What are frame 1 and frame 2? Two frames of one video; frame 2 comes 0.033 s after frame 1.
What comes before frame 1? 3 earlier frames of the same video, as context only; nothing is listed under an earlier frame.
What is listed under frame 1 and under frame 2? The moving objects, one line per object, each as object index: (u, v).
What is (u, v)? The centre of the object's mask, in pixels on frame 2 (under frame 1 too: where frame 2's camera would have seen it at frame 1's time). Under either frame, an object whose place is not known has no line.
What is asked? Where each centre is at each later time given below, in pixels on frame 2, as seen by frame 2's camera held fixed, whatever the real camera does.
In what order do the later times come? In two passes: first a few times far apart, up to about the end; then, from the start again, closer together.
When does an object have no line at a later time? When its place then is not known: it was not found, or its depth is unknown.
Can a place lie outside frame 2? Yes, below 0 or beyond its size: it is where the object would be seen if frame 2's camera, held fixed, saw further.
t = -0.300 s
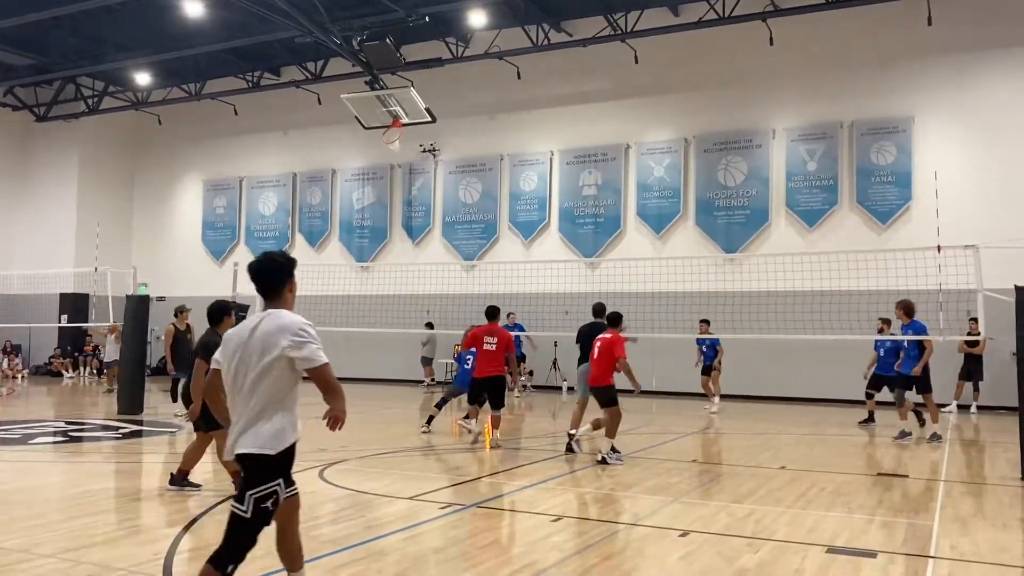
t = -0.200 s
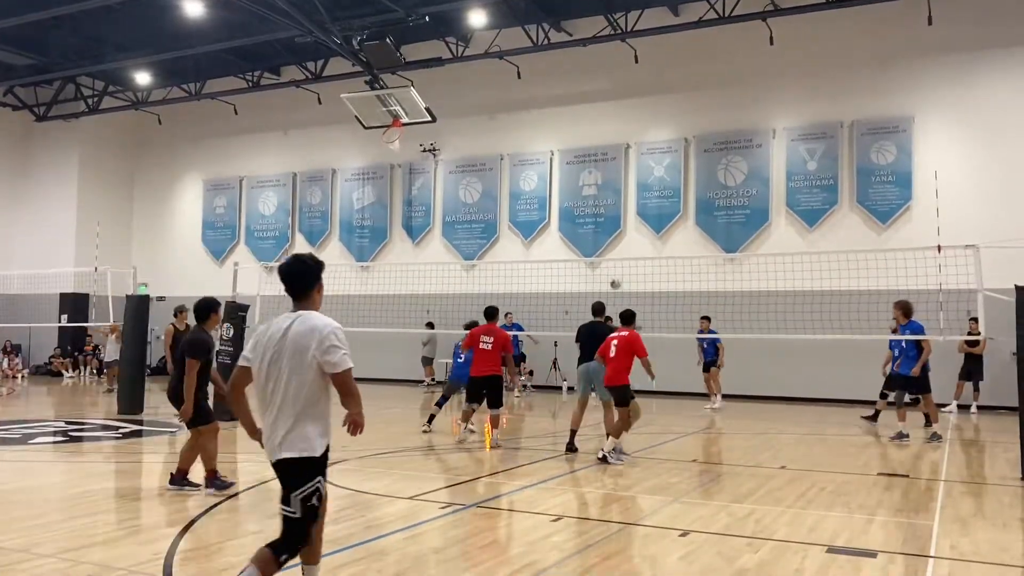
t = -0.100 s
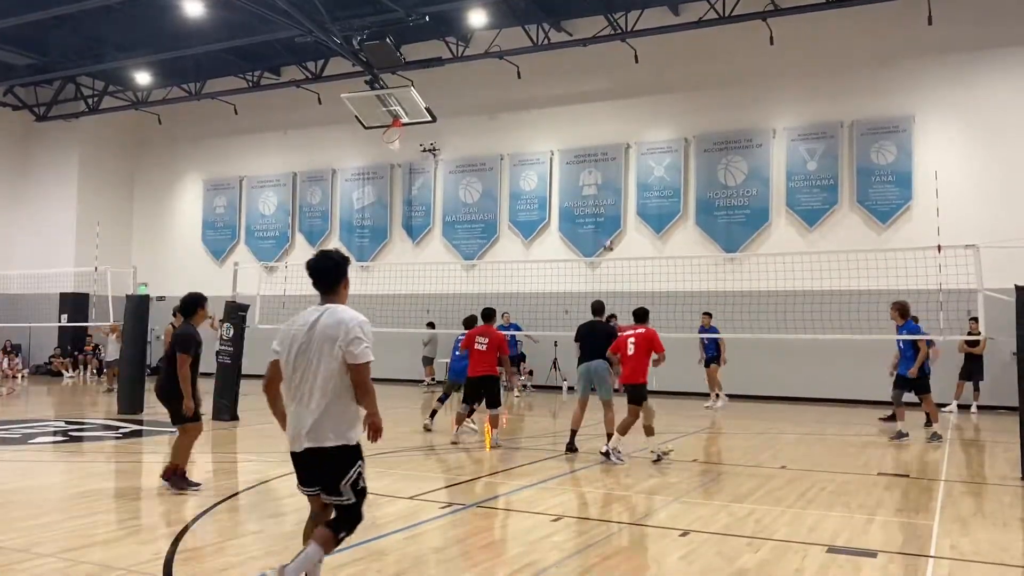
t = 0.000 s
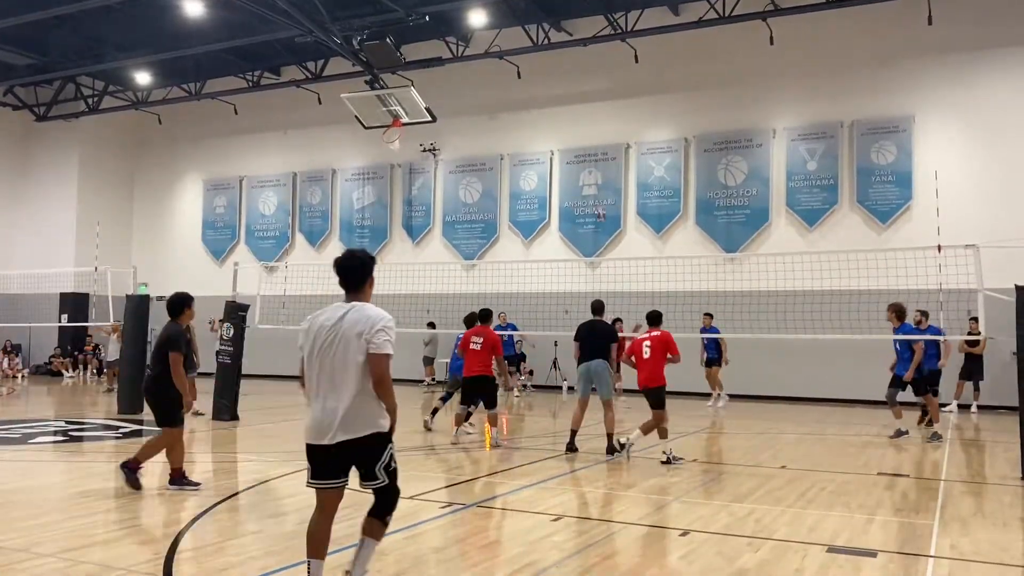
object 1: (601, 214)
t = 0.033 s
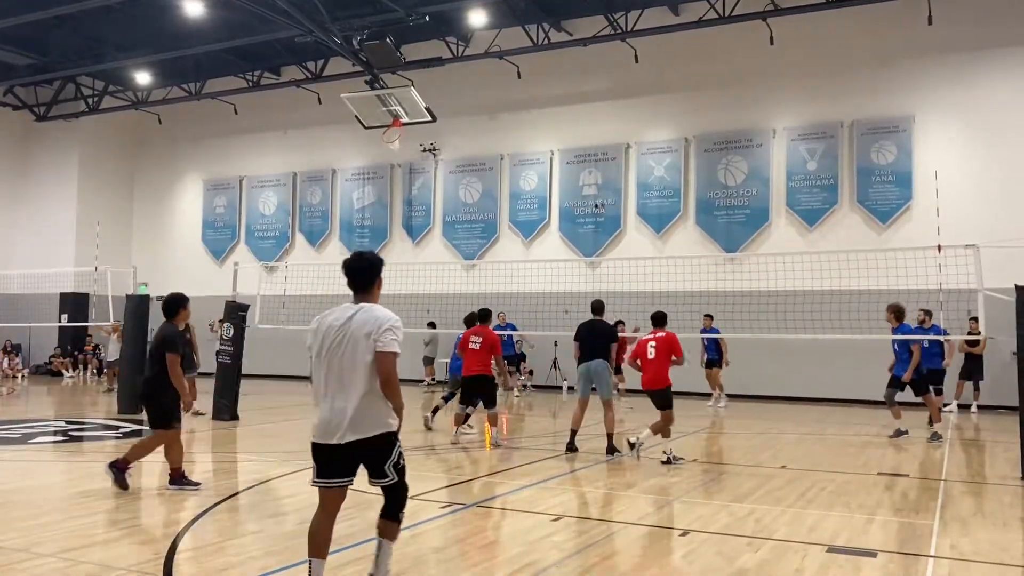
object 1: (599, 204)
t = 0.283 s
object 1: (579, 148)
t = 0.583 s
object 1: (553, 126)
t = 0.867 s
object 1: (529, 151)
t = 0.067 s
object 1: (596, 195)
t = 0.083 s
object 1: (593, 190)
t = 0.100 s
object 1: (593, 186)
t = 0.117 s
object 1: (592, 183)
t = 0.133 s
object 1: (590, 179)
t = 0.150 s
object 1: (590, 174)
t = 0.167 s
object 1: (589, 170)
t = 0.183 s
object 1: (587, 166)
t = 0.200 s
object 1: (586, 163)
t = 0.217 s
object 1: (584, 159)
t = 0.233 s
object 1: (583, 155)
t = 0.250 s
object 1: (582, 153)
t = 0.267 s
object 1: (581, 150)
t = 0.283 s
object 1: (579, 148)
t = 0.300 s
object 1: (578, 146)
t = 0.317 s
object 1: (577, 143)
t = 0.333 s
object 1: (576, 141)
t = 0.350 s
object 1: (574, 139)
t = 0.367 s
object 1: (573, 137)
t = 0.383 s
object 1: (572, 135)
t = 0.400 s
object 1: (571, 134)
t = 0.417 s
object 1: (569, 133)
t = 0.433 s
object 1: (568, 131)
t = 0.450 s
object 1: (566, 130)
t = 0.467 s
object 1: (565, 129)
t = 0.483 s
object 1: (563, 128)
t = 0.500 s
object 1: (562, 127)
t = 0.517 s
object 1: (561, 126)
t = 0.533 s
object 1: (559, 126)
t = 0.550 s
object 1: (558, 126)
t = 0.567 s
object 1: (556, 126)
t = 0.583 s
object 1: (553, 126)
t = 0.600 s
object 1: (553, 126)
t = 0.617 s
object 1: (552, 126)
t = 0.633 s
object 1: (550, 126)
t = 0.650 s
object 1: (549, 128)
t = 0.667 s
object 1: (547, 128)
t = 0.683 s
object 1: (545, 129)
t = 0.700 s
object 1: (544, 130)
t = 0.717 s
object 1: (543, 132)
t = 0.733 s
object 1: (541, 133)
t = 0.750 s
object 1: (540, 135)
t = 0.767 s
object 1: (538, 136)
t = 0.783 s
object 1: (536, 138)
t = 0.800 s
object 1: (535, 141)
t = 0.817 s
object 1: (533, 144)
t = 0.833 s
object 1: (532, 146)
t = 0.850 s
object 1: (530, 148)
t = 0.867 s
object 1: (529, 151)
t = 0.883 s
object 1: (527, 154)
